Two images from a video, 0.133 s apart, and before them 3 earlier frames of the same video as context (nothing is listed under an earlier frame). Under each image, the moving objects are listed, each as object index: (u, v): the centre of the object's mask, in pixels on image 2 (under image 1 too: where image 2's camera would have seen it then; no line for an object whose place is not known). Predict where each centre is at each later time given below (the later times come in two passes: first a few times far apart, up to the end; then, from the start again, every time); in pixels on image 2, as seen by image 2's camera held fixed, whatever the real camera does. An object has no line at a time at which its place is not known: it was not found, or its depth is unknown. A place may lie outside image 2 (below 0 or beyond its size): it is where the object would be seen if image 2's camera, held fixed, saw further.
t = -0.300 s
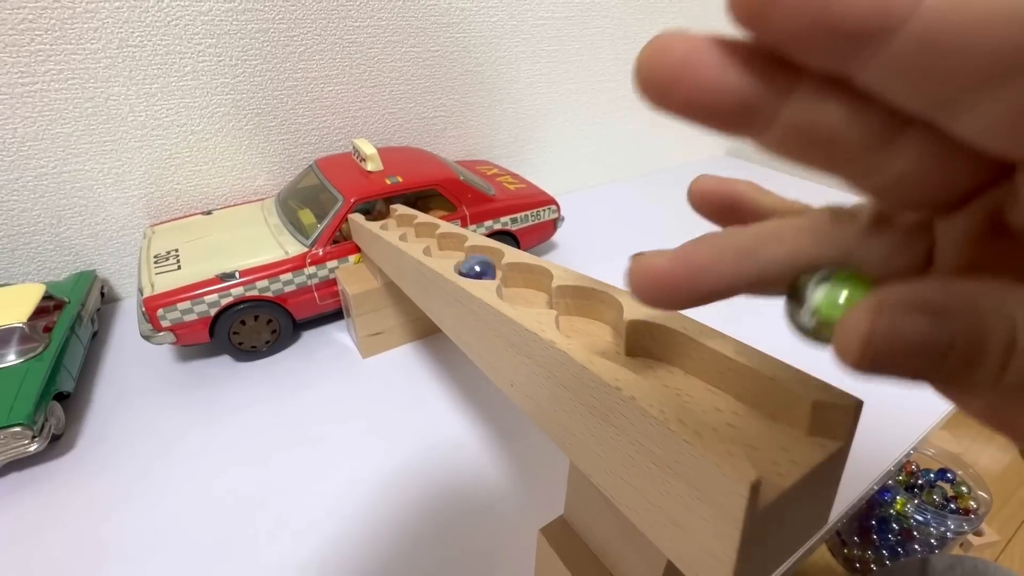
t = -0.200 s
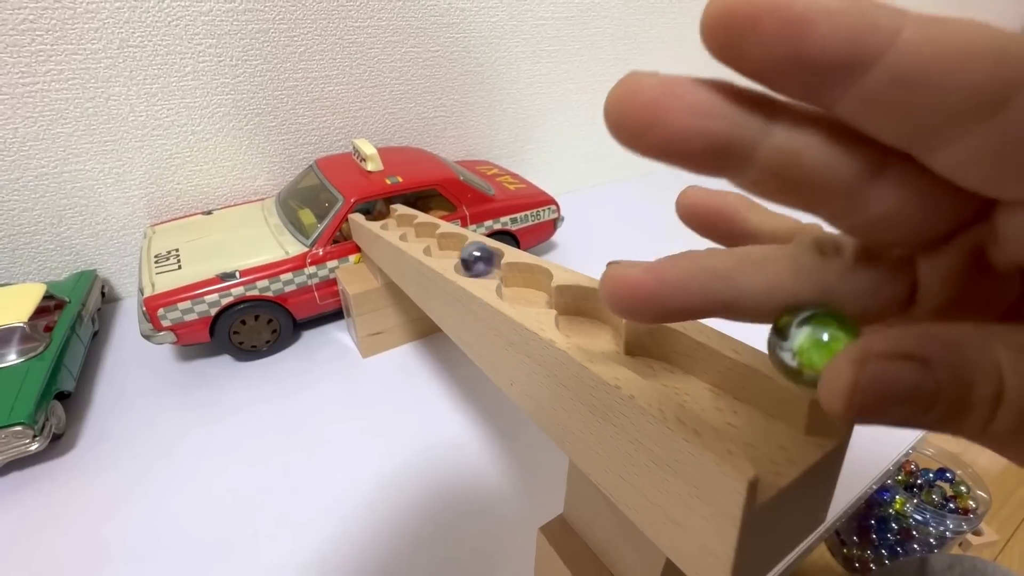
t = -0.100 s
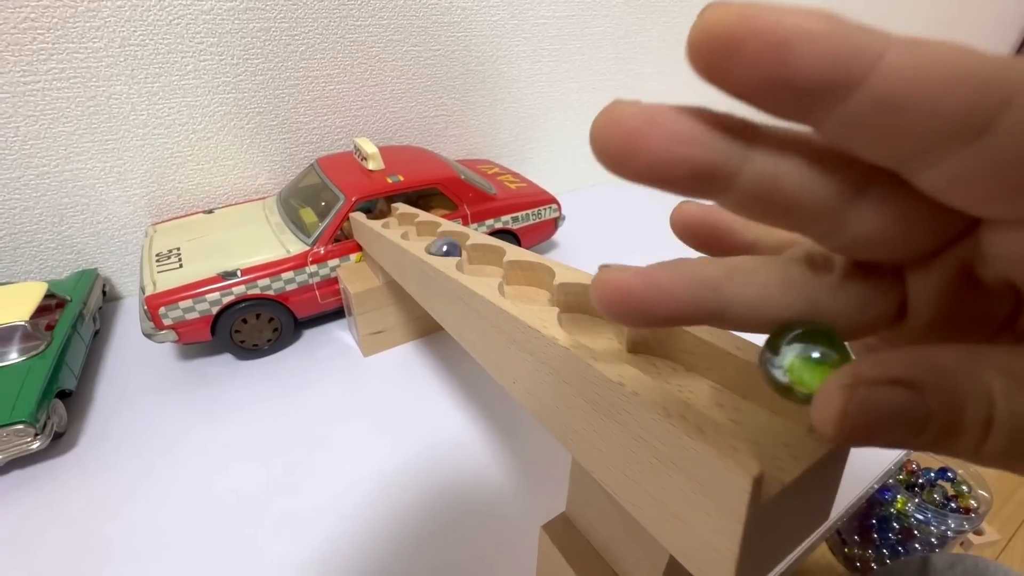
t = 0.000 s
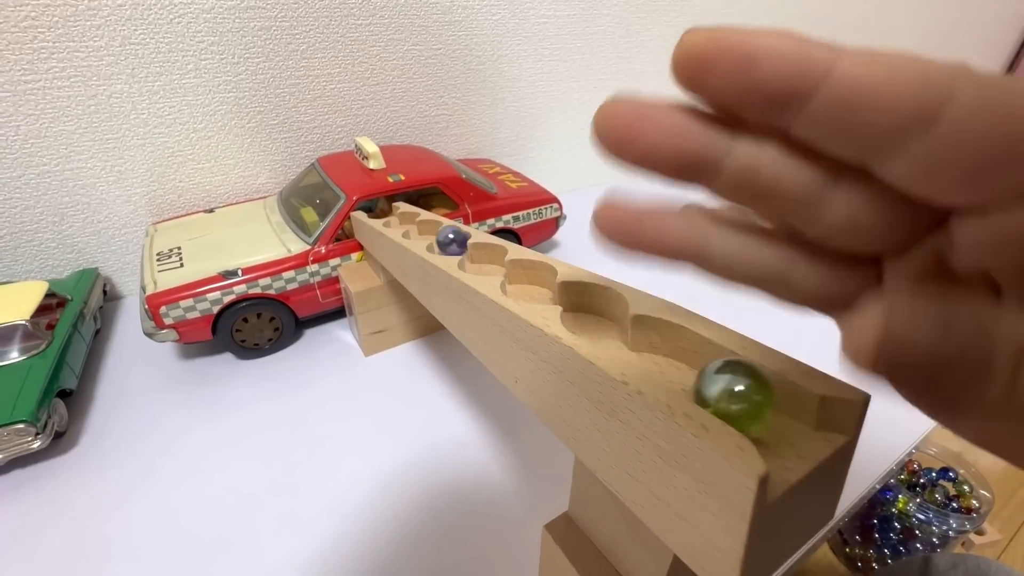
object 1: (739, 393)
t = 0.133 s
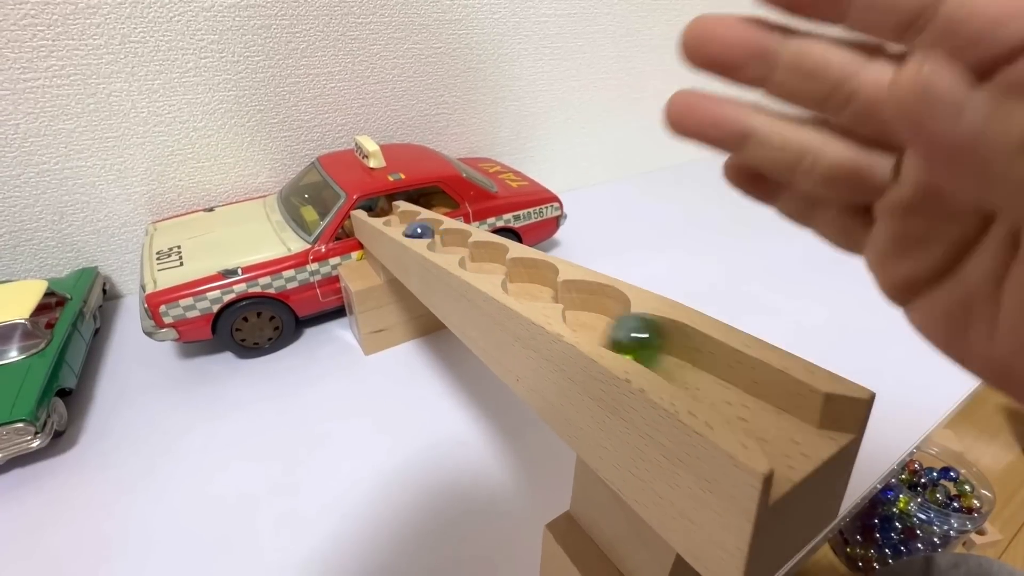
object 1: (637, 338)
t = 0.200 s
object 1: (595, 321)
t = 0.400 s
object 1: (529, 287)
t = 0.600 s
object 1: (482, 263)
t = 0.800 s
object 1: (446, 246)
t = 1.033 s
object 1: (419, 231)
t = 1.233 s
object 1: (399, 222)
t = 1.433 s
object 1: (389, 214)
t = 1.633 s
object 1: (373, 208)
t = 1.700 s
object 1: (367, 207)
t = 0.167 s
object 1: (606, 330)
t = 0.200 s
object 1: (595, 321)
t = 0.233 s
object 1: (598, 315)
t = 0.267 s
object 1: (590, 307)
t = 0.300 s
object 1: (576, 301)
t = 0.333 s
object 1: (559, 296)
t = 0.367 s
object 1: (534, 290)
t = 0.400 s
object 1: (529, 287)
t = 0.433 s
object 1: (529, 284)
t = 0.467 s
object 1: (531, 279)
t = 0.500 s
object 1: (522, 275)
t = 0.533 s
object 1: (509, 271)
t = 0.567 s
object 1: (488, 265)
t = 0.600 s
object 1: (482, 263)
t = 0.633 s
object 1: (481, 260)
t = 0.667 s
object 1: (488, 259)
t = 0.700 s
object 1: (485, 256)
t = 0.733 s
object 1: (475, 253)
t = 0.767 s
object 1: (463, 250)
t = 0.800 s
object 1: (446, 246)
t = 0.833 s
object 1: (446, 245)
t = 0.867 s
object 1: (450, 243)
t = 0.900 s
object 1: (454, 239)
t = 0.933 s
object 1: (449, 238)
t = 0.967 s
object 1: (440, 237)
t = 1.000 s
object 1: (426, 234)
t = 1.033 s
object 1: (419, 231)
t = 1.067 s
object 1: (418, 231)
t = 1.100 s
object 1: (423, 229)
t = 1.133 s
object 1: (426, 226)
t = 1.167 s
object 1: (419, 226)
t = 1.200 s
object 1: (410, 224)
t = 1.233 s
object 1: (399, 222)
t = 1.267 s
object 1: (397, 220)
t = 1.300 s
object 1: (399, 219)
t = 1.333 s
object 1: (403, 218)
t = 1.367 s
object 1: (403, 216)
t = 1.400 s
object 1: (399, 215)
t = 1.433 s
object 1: (389, 214)
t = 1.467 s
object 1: (380, 211)
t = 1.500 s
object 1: (379, 210)
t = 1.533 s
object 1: (378, 209)
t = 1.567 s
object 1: (377, 208)
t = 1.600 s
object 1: (377, 207)
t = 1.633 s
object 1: (373, 208)
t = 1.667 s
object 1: (368, 210)
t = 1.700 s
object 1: (367, 207)
